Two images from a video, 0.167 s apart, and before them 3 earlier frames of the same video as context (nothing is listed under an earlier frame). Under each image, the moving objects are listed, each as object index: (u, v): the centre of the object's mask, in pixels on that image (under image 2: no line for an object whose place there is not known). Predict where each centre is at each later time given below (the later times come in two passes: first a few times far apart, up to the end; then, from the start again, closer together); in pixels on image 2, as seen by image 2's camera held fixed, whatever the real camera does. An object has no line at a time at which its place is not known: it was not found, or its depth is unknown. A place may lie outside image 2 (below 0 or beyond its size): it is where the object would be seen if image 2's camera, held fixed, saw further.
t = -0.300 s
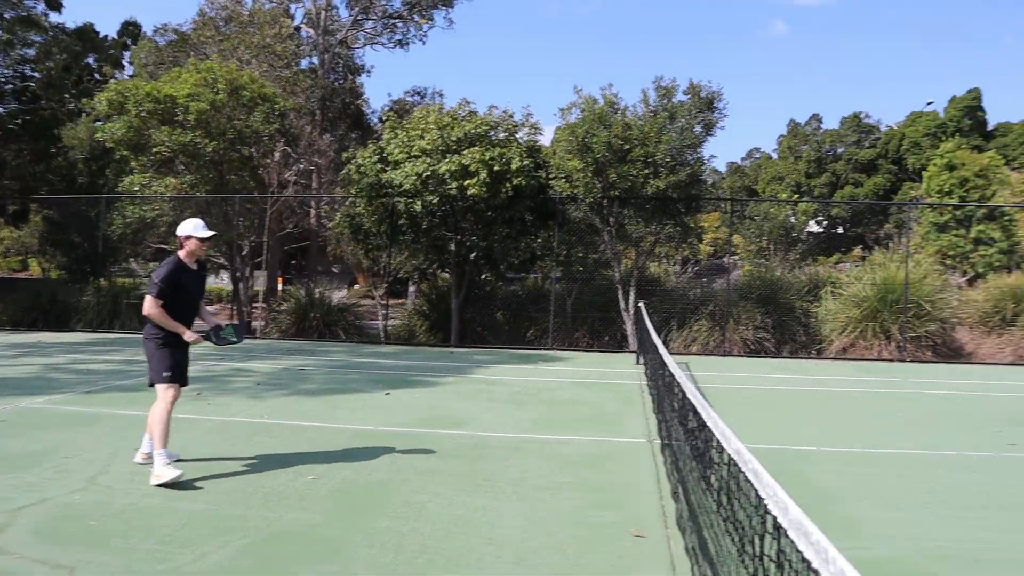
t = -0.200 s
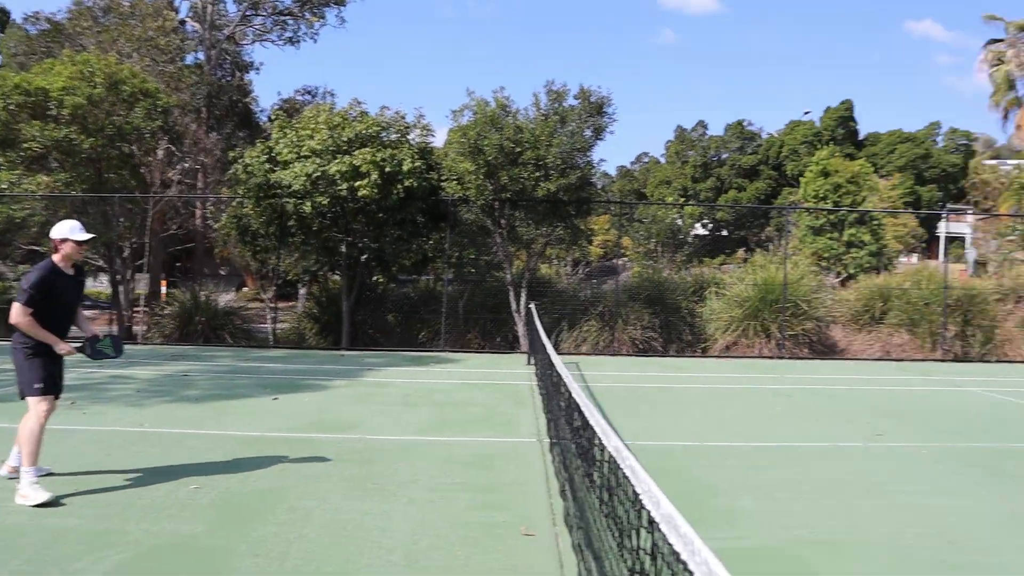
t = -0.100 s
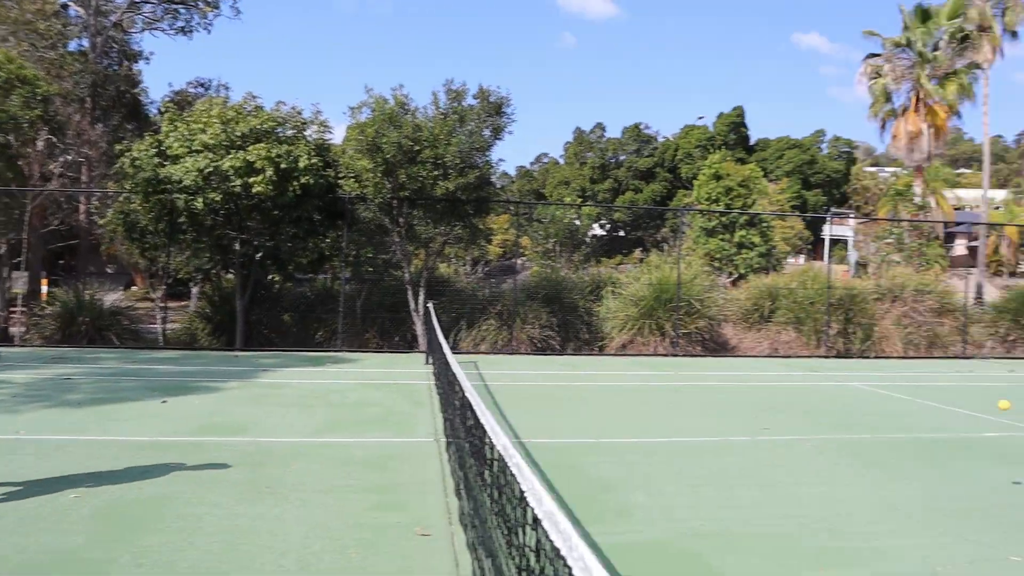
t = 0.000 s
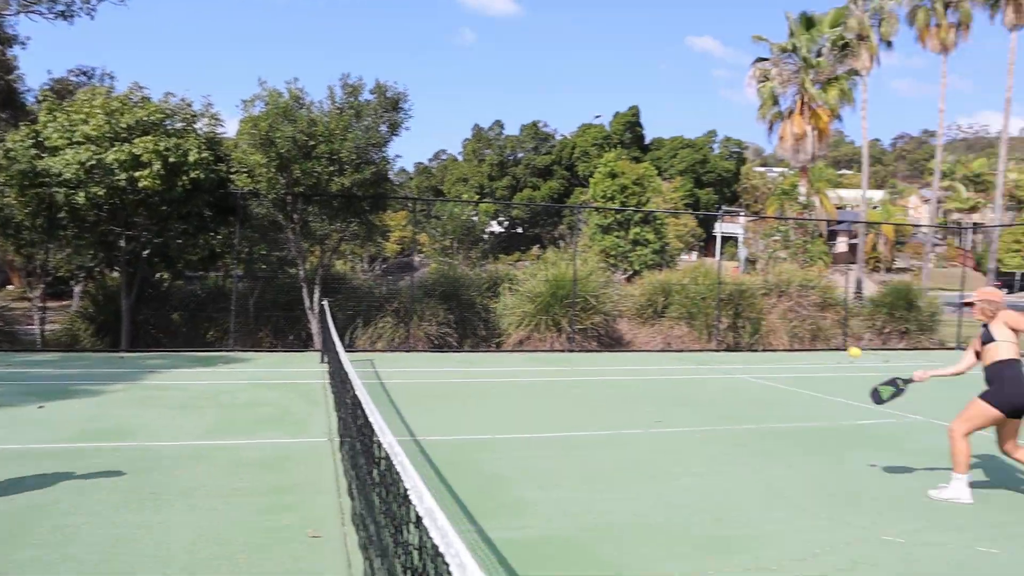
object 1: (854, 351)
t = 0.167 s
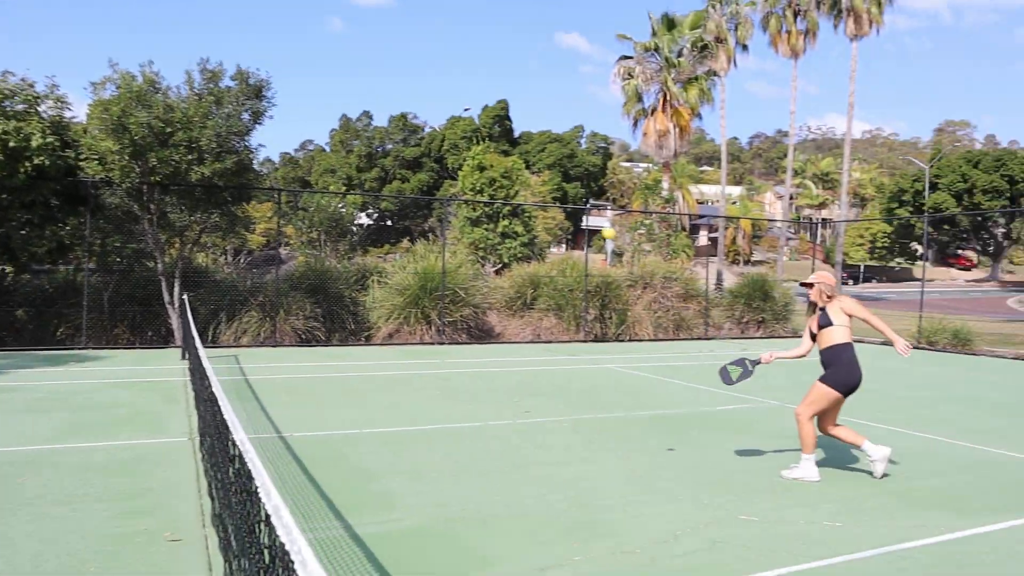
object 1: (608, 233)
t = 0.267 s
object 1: (524, 171)
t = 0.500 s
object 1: (286, 58)
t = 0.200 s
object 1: (576, 208)
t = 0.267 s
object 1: (524, 171)
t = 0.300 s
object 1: (489, 149)
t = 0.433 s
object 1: (374, 87)
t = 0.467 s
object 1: (331, 71)
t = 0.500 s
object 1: (286, 58)
